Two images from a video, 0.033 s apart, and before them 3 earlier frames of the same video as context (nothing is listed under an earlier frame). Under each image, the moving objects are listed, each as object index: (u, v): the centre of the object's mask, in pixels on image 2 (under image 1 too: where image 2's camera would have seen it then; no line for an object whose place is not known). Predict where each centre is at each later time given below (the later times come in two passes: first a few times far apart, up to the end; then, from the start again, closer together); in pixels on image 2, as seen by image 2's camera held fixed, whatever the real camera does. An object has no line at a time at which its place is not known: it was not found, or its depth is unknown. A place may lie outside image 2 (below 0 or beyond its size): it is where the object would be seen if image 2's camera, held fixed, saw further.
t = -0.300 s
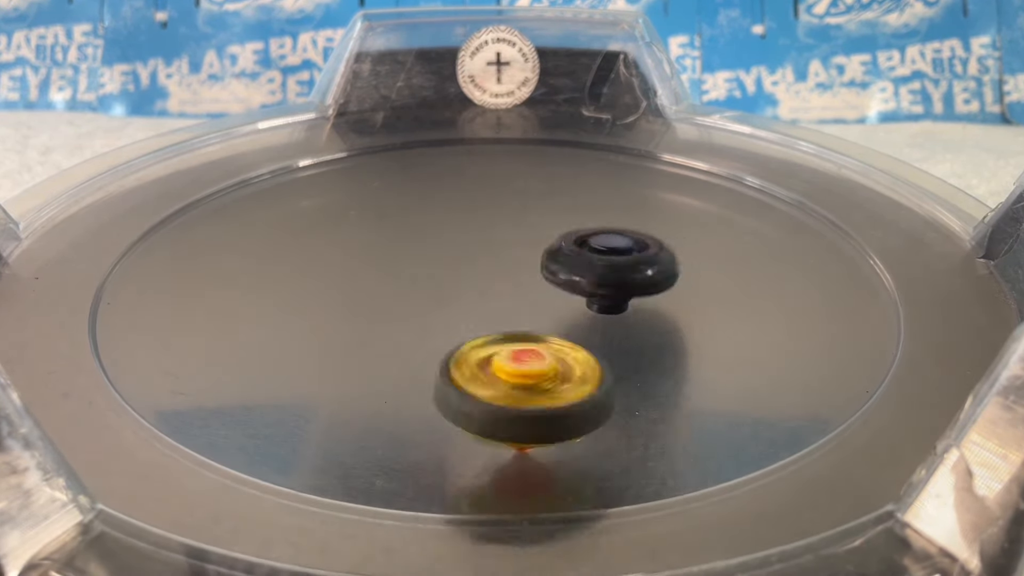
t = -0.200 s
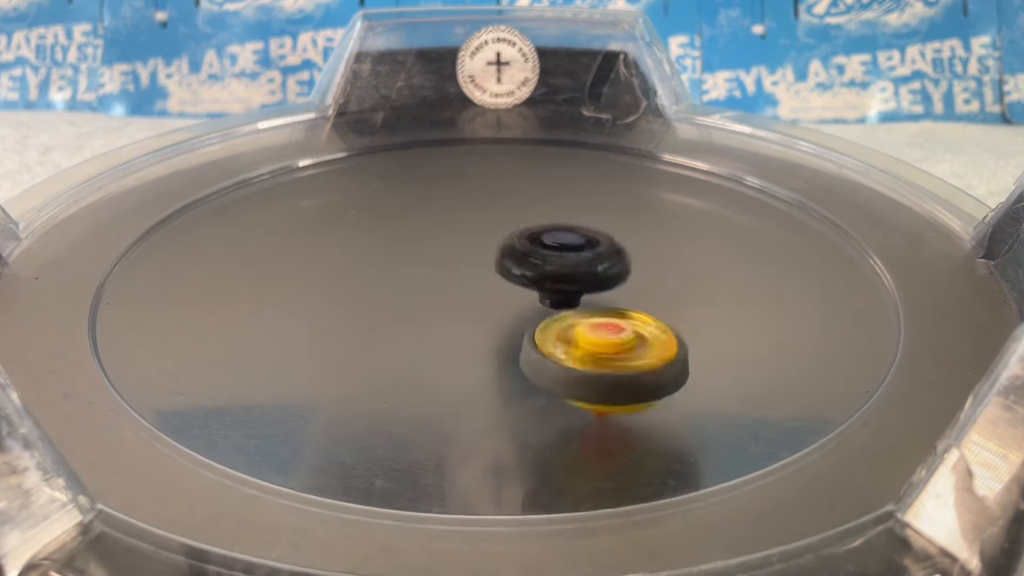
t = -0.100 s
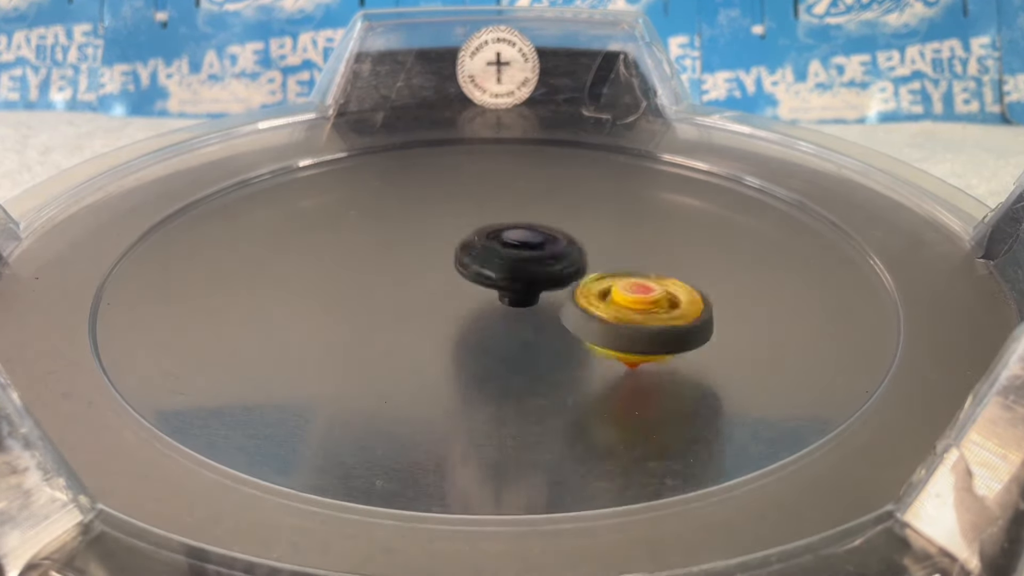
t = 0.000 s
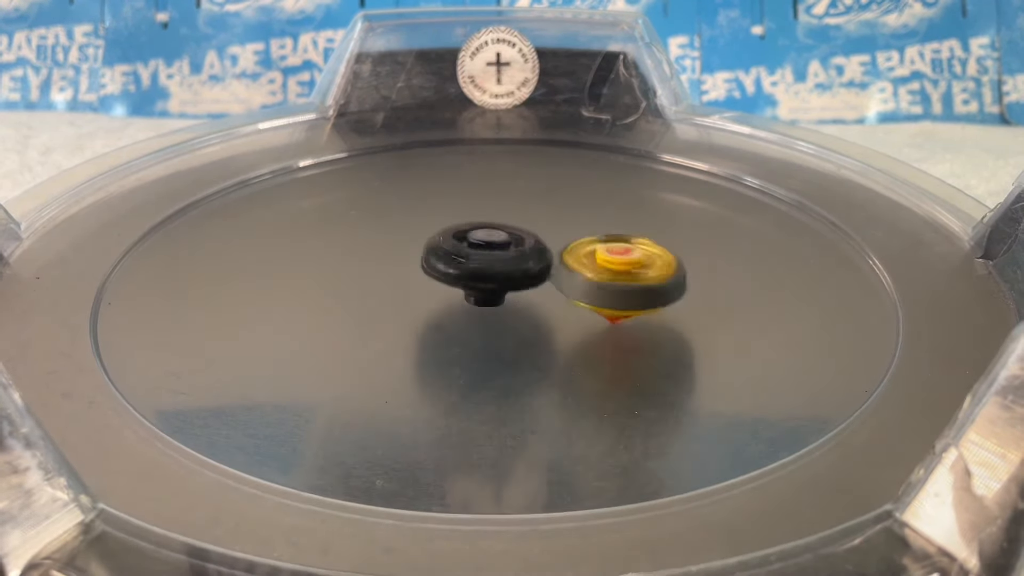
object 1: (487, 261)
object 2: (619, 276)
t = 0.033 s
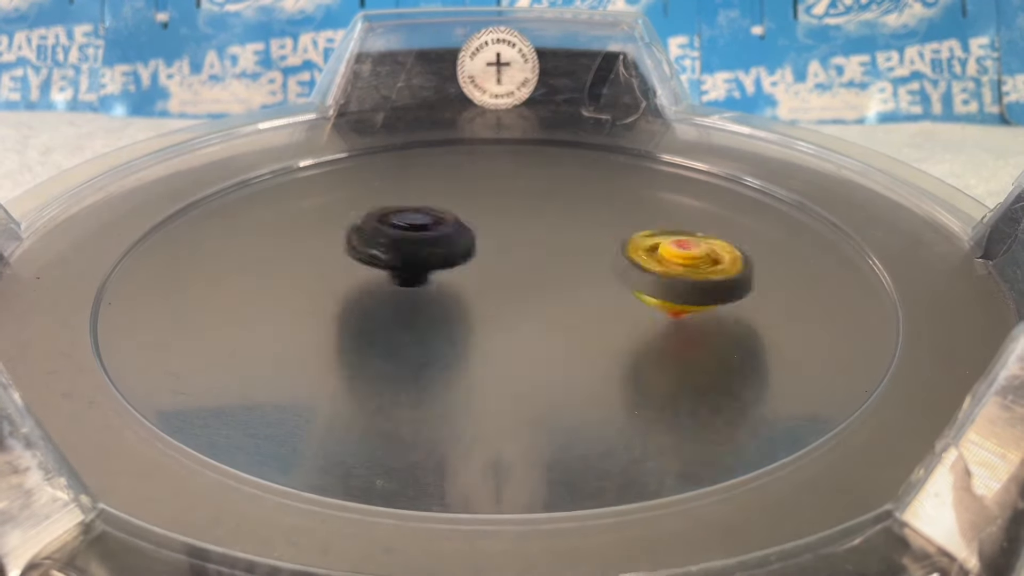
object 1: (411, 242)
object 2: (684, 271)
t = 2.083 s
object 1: (393, 307)
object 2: (673, 223)
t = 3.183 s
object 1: (373, 117)
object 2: (845, 374)
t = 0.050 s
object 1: (371, 230)
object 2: (719, 266)
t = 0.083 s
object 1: (298, 205)
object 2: (779, 257)
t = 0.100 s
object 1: (267, 193)
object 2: (807, 251)
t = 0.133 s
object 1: (212, 170)
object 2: (850, 241)
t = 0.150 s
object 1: (206, 160)
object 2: (867, 235)
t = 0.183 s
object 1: (202, 157)
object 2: (884, 223)
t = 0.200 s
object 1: (203, 167)
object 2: (887, 221)
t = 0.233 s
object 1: (209, 185)
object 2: (871, 223)
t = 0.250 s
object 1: (214, 188)
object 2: (860, 224)
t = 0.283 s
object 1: (230, 210)
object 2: (830, 227)
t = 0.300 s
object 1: (240, 215)
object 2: (814, 228)
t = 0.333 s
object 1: (264, 235)
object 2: (776, 230)
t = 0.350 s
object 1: (279, 244)
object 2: (756, 231)
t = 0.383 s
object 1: (312, 261)
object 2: (715, 230)
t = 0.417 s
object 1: (350, 277)
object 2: (674, 231)
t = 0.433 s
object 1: (371, 285)
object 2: (656, 229)
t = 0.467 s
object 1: (414, 298)
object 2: (616, 227)
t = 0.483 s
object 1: (437, 304)
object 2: (598, 225)
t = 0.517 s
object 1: (483, 313)
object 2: (567, 223)
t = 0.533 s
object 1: (504, 317)
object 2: (554, 221)
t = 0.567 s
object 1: (552, 322)
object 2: (527, 221)
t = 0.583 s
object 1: (572, 322)
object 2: (515, 220)
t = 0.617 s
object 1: (608, 320)
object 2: (494, 222)
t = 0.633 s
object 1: (623, 319)
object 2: (485, 222)
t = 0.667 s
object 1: (649, 315)
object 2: (466, 225)
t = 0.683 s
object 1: (659, 312)
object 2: (458, 227)
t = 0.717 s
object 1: (673, 304)
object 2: (444, 233)
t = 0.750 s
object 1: (678, 297)
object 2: (432, 238)
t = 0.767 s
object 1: (678, 292)
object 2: (425, 242)
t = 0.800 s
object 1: (674, 281)
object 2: (416, 250)
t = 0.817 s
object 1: (671, 276)
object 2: (412, 255)
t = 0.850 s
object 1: (663, 267)
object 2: (407, 264)
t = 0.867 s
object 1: (658, 261)
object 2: (405, 269)
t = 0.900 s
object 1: (648, 253)
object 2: (406, 277)
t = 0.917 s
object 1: (643, 249)
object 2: (408, 283)
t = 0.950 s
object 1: (631, 241)
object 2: (414, 291)
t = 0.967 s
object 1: (625, 239)
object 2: (418, 297)
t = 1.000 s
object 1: (613, 232)
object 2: (428, 305)
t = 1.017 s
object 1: (607, 230)
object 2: (435, 310)
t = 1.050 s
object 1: (596, 225)
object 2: (448, 317)
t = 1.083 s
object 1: (584, 220)
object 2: (465, 324)
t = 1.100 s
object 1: (579, 219)
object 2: (474, 325)
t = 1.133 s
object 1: (569, 216)
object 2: (496, 329)
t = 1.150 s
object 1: (564, 215)
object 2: (507, 329)
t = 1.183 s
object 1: (554, 214)
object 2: (530, 330)
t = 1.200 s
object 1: (550, 213)
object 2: (540, 330)
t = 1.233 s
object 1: (540, 213)
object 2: (563, 327)
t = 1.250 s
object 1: (536, 213)
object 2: (572, 327)
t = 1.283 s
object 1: (528, 214)
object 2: (590, 322)
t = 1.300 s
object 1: (524, 214)
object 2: (598, 320)
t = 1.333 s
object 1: (516, 216)
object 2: (613, 313)
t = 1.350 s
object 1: (513, 217)
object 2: (620, 309)
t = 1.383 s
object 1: (507, 220)
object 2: (631, 302)
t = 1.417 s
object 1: (501, 224)
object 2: (640, 294)
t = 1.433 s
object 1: (499, 226)
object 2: (640, 290)
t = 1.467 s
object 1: (495, 230)
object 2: (642, 282)
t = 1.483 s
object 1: (493, 233)
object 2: (640, 279)
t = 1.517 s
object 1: (491, 238)
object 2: (635, 271)
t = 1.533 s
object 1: (490, 240)
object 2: (632, 268)
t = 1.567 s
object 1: (490, 245)
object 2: (623, 261)
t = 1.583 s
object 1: (488, 248)
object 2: (620, 258)
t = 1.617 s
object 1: (479, 251)
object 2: (618, 254)
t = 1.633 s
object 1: (476, 253)
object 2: (615, 251)
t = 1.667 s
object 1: (471, 256)
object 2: (606, 248)
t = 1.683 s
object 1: (459, 258)
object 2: (609, 247)
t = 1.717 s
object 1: (366, 252)
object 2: (685, 234)
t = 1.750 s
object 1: (279, 243)
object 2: (746, 220)
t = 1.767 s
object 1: (238, 236)
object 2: (771, 211)
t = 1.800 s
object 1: (167, 224)
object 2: (815, 198)
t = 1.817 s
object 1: (136, 218)
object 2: (831, 192)
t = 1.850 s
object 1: (138, 206)
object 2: (842, 178)
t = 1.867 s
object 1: (143, 211)
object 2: (841, 178)
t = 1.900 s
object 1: (158, 246)
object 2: (832, 189)
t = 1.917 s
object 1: (172, 244)
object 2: (825, 187)
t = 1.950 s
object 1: (205, 255)
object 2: (803, 196)
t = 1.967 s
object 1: (225, 272)
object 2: (791, 201)
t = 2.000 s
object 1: (268, 279)
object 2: (760, 207)
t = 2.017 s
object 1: (291, 289)
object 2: (743, 212)
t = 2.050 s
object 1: (341, 298)
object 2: (709, 217)
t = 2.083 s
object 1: (393, 307)
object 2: (673, 223)
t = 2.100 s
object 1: (419, 309)
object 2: (655, 225)
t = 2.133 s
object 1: (470, 313)
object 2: (621, 228)
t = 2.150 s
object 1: (494, 313)
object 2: (605, 231)
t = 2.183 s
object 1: (538, 312)
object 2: (575, 233)
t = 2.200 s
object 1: (559, 311)
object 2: (562, 234)
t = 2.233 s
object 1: (596, 307)
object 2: (537, 239)
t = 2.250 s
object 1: (612, 304)
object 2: (528, 243)
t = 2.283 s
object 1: (635, 298)
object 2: (513, 250)
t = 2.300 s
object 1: (645, 295)
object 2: (507, 254)
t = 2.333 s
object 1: (658, 290)
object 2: (496, 260)
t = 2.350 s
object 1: (661, 288)
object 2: (492, 264)
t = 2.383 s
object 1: (663, 283)
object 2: (485, 274)
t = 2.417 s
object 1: (660, 279)
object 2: (481, 281)
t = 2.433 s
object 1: (658, 277)
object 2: (481, 285)
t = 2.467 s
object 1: (652, 274)
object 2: (482, 294)
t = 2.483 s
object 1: (649, 272)
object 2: (484, 298)
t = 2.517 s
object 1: (641, 269)
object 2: (489, 306)
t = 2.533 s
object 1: (636, 268)
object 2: (491, 310)
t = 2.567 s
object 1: (627, 266)
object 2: (498, 315)
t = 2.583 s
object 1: (623, 265)
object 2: (503, 318)
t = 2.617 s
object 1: (614, 263)
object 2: (513, 325)
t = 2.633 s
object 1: (609, 262)
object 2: (519, 327)
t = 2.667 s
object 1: (600, 260)
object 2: (531, 331)
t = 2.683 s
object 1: (595, 259)
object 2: (538, 333)
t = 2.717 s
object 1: (585, 258)
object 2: (551, 335)
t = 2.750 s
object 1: (576, 258)
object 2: (569, 337)
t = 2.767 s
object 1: (572, 259)
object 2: (576, 337)
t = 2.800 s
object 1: (566, 260)
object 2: (589, 336)
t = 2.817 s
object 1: (563, 260)
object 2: (596, 335)
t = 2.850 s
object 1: (558, 262)
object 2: (610, 332)
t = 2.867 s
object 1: (556, 262)
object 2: (614, 331)
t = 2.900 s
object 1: (551, 264)
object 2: (622, 327)
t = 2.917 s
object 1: (549, 265)
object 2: (625, 324)
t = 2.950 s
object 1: (545, 266)
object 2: (630, 322)
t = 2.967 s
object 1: (542, 267)
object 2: (631, 320)
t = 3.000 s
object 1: (533, 263)
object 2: (647, 322)
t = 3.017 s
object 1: (511, 245)
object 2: (680, 337)
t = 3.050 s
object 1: (472, 210)
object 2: (743, 360)
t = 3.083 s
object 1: (438, 179)
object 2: (805, 375)
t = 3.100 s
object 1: (424, 165)
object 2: (825, 368)
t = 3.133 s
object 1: (400, 138)
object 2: (838, 357)
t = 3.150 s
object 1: (387, 127)
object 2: (842, 367)
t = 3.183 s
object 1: (373, 117)
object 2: (845, 374)
